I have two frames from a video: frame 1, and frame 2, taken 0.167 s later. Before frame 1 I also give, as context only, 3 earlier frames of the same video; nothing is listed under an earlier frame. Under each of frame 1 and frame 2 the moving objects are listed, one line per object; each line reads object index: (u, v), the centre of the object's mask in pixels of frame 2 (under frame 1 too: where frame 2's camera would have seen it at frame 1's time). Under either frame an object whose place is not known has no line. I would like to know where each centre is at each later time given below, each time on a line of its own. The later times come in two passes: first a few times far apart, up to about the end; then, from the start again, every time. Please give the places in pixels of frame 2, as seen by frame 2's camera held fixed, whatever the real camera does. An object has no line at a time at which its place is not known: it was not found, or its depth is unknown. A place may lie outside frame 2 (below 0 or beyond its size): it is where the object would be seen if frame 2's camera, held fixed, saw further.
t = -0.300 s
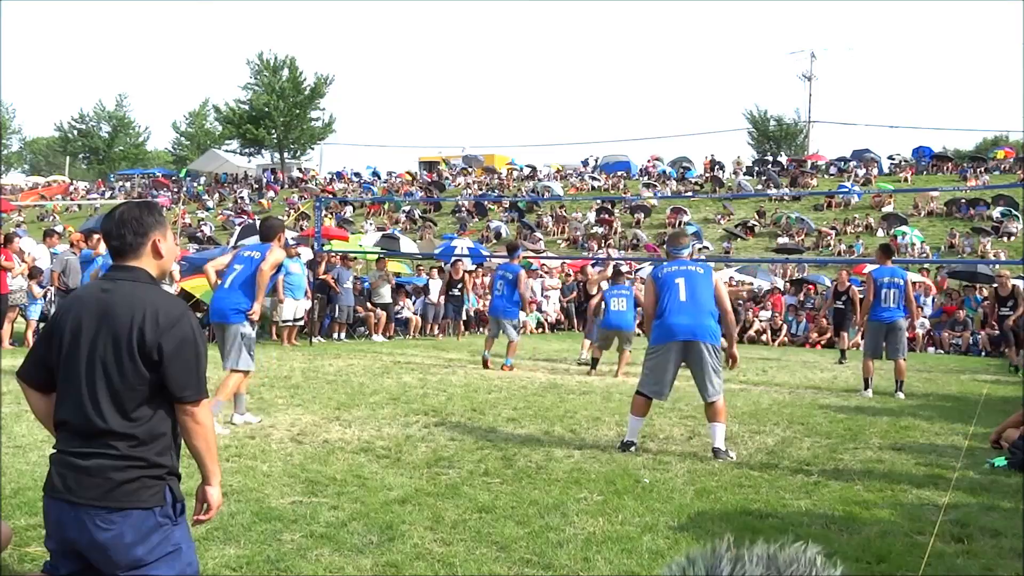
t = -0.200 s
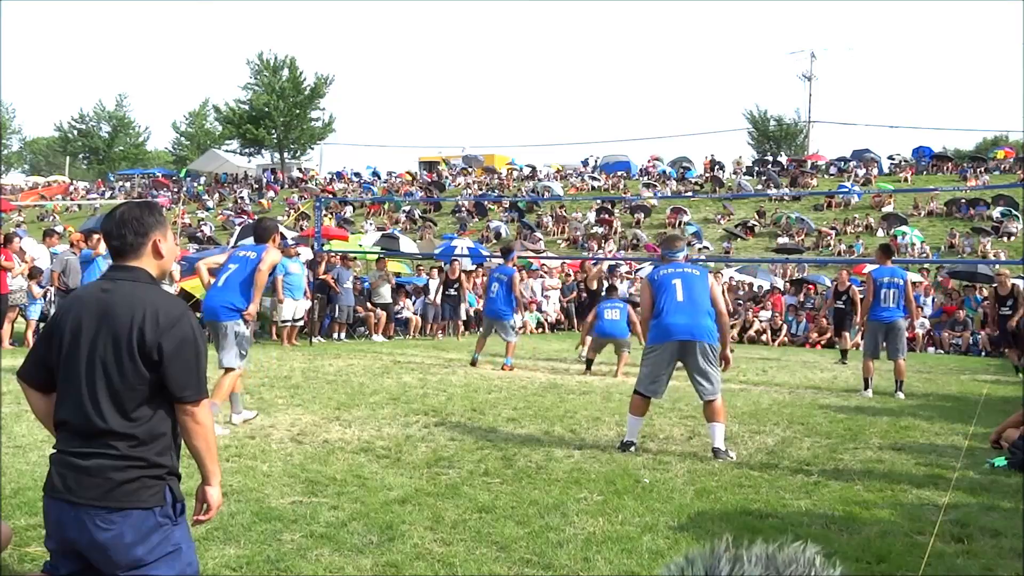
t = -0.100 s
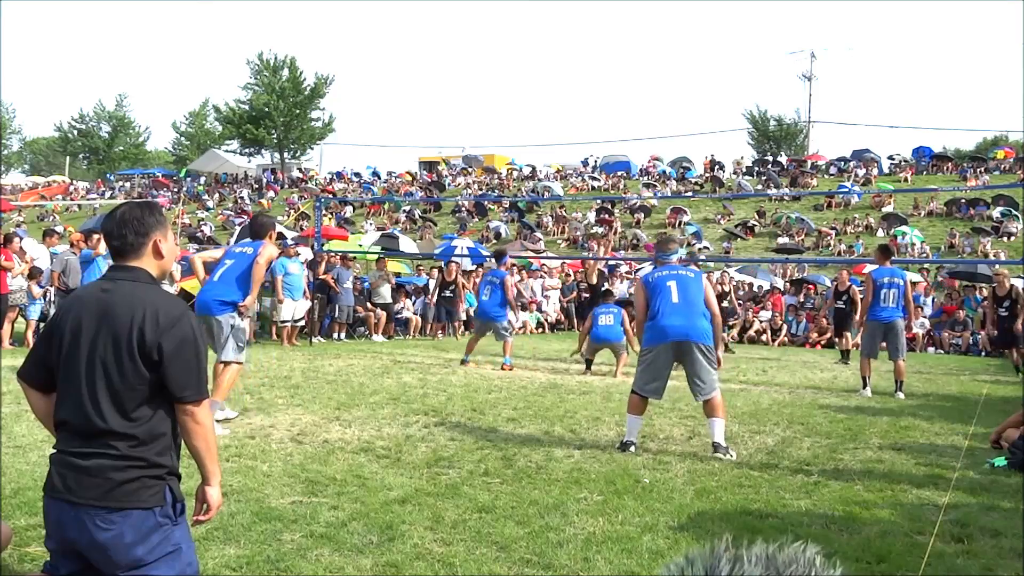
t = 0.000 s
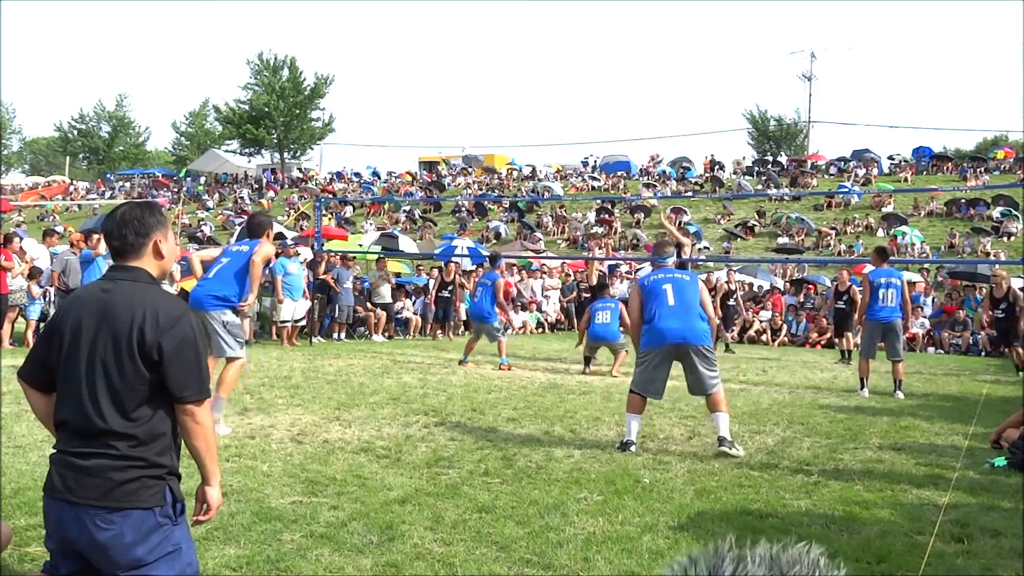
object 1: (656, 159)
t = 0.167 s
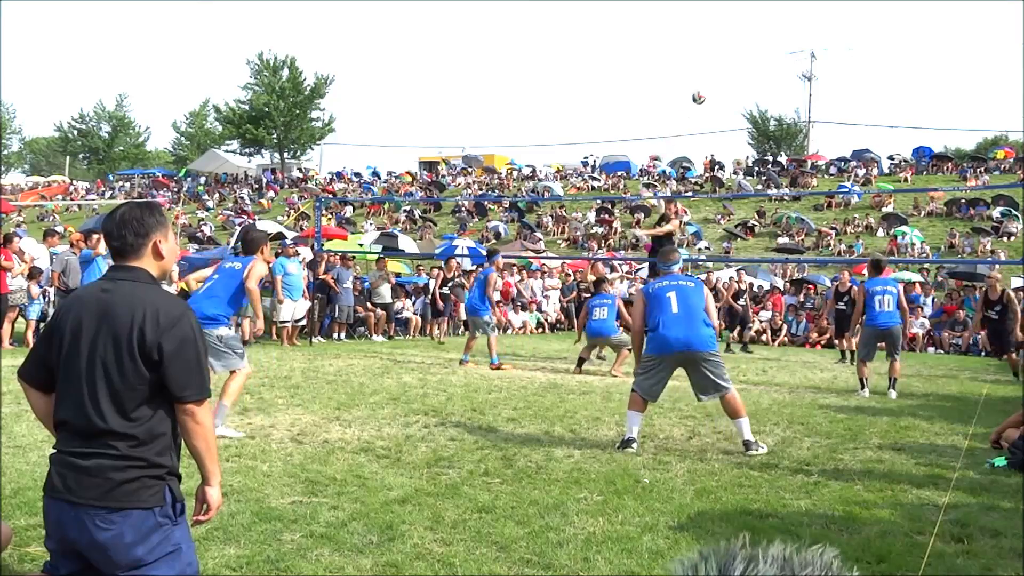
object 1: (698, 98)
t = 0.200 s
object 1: (706, 88)
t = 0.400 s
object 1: (756, 43)
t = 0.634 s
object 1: (816, 23)
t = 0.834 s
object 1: (867, 38)
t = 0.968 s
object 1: (902, 64)
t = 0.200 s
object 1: (706, 88)
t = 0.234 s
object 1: (714, 79)
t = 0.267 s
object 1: (723, 70)
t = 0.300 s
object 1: (731, 62)
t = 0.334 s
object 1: (739, 55)
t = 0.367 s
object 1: (747, 49)
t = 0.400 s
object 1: (756, 43)
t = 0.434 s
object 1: (764, 38)
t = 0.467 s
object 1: (773, 34)
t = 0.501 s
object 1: (781, 31)
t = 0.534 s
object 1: (790, 28)
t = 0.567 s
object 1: (798, 25)
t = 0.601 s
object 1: (807, 24)
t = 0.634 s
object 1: (816, 23)
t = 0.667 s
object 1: (824, 24)
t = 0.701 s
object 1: (833, 25)
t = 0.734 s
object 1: (842, 27)
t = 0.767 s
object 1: (850, 30)
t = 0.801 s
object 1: (859, 33)
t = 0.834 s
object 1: (867, 38)
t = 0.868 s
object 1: (876, 43)
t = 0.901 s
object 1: (885, 50)
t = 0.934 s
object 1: (894, 56)
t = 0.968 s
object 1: (902, 64)
